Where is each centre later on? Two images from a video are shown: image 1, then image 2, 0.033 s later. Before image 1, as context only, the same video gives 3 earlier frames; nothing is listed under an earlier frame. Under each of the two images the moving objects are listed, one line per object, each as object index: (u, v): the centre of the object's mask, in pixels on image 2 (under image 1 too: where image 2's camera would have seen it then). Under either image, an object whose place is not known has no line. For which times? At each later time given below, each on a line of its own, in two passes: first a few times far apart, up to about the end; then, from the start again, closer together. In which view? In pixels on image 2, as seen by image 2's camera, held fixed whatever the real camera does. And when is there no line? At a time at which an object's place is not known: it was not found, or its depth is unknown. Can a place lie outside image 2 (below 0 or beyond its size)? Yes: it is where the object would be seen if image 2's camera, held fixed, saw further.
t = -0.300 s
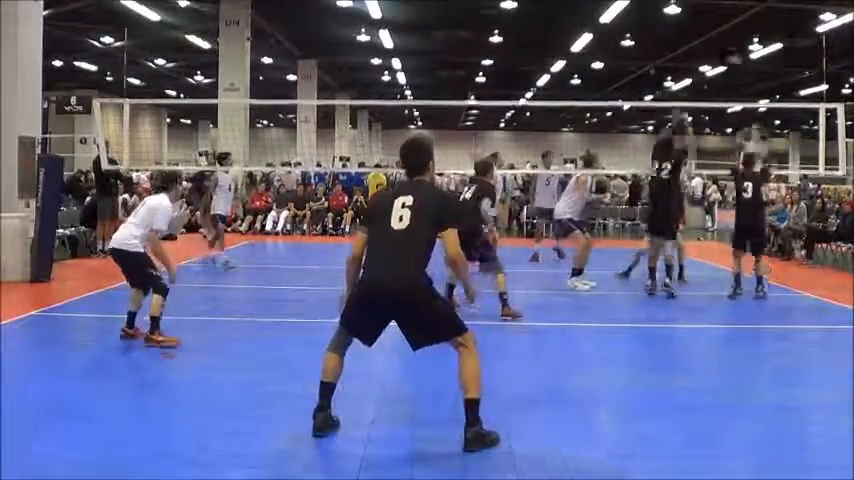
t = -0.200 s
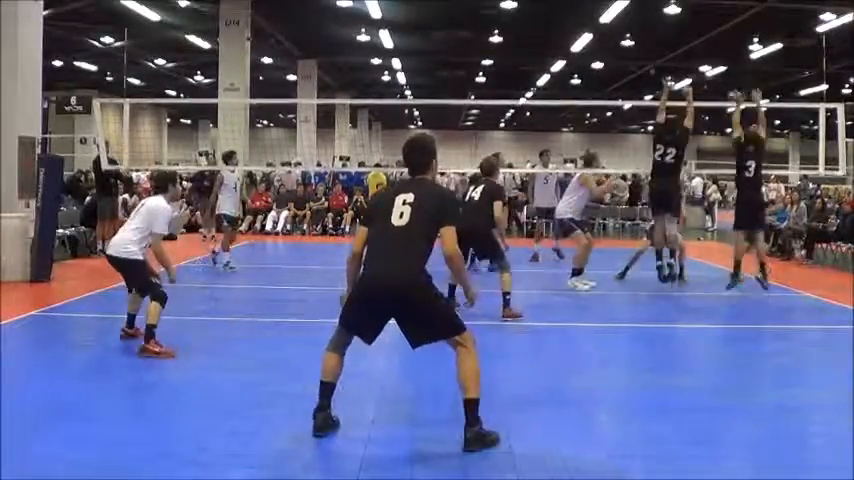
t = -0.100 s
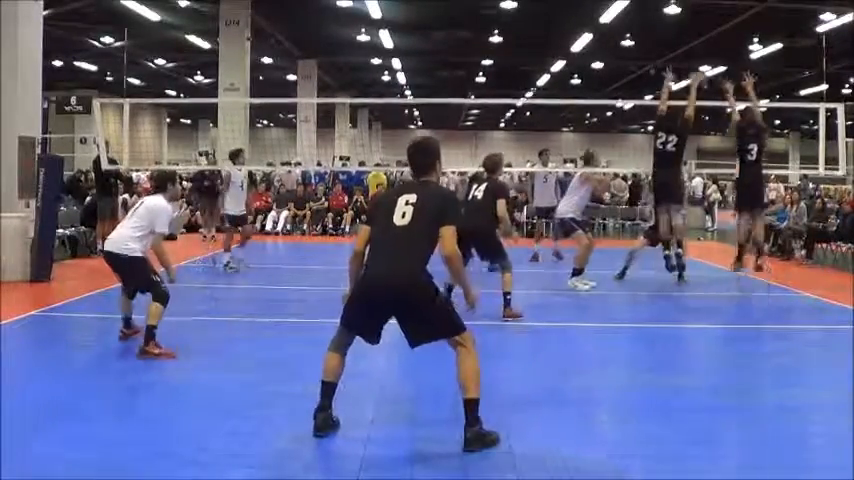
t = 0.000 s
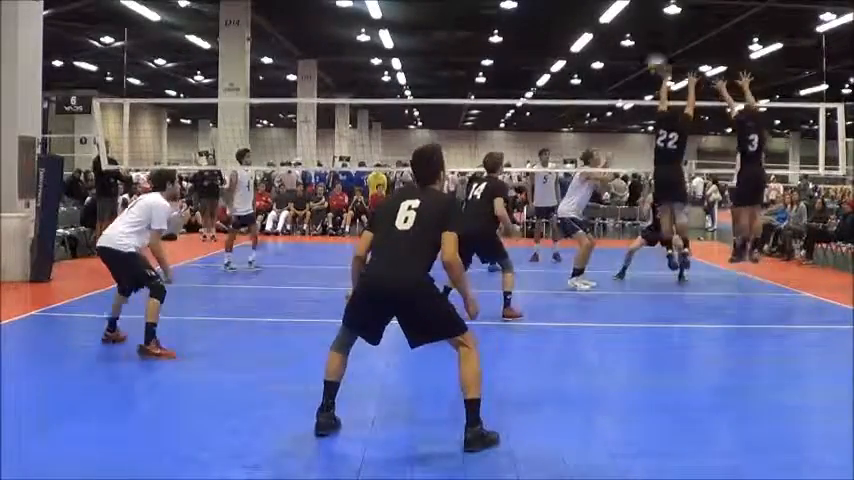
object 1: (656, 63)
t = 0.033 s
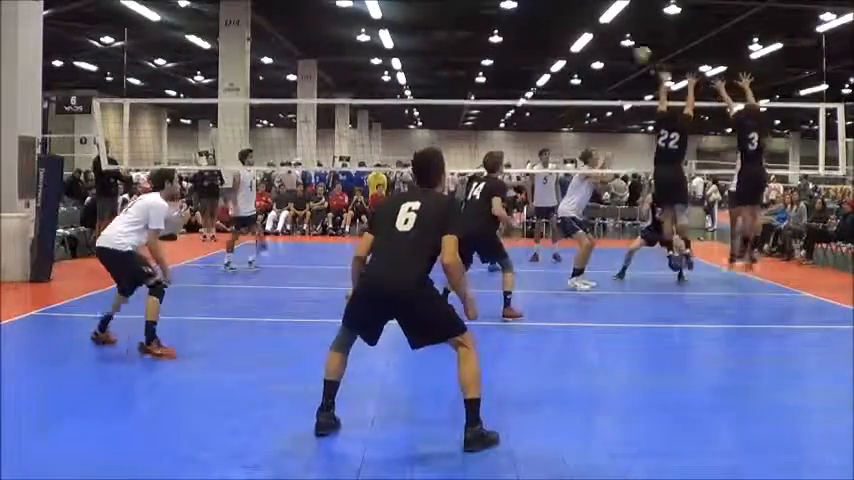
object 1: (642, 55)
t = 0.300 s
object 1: (520, 9)
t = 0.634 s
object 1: (332, 47)
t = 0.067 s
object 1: (628, 46)
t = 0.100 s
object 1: (613, 37)
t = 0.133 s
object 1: (599, 30)
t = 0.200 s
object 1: (567, 18)
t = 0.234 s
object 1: (551, 16)
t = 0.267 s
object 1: (536, 12)
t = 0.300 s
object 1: (520, 9)
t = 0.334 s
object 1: (501, 9)
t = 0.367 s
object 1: (485, 9)
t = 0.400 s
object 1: (466, 9)
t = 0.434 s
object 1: (448, 10)
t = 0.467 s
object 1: (430, 14)
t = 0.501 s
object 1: (411, 18)
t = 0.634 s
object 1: (332, 47)
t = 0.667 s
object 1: (313, 56)
